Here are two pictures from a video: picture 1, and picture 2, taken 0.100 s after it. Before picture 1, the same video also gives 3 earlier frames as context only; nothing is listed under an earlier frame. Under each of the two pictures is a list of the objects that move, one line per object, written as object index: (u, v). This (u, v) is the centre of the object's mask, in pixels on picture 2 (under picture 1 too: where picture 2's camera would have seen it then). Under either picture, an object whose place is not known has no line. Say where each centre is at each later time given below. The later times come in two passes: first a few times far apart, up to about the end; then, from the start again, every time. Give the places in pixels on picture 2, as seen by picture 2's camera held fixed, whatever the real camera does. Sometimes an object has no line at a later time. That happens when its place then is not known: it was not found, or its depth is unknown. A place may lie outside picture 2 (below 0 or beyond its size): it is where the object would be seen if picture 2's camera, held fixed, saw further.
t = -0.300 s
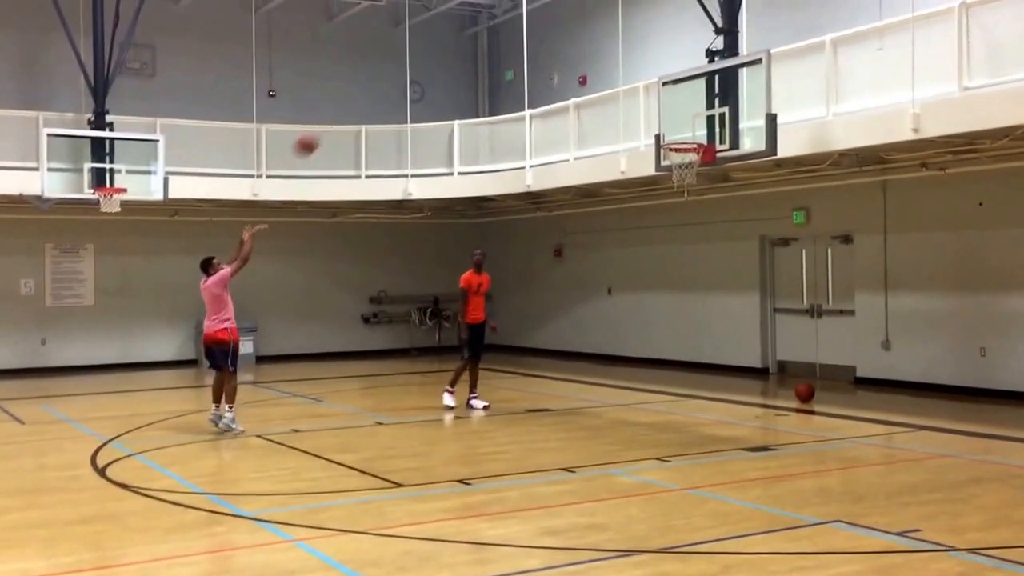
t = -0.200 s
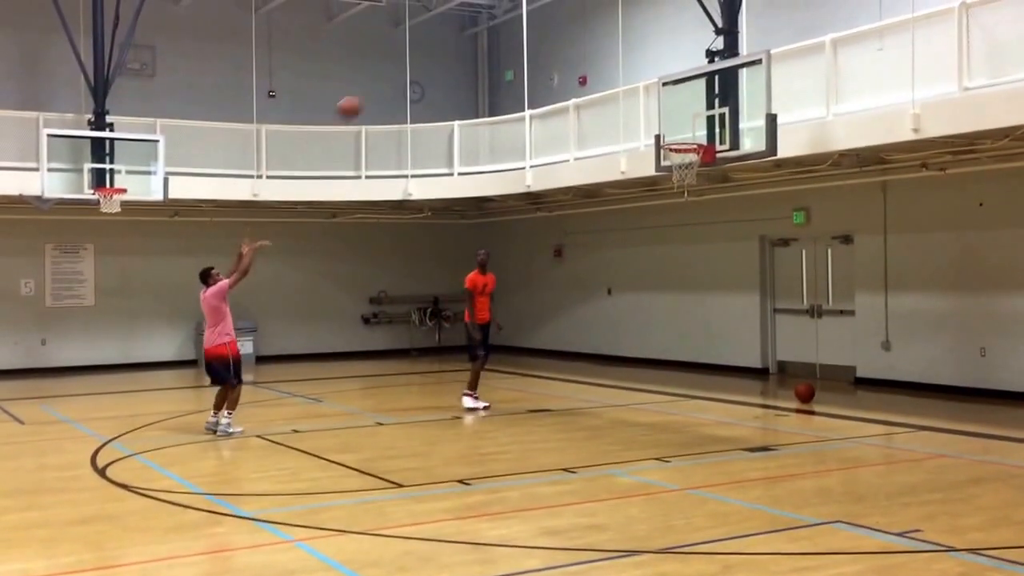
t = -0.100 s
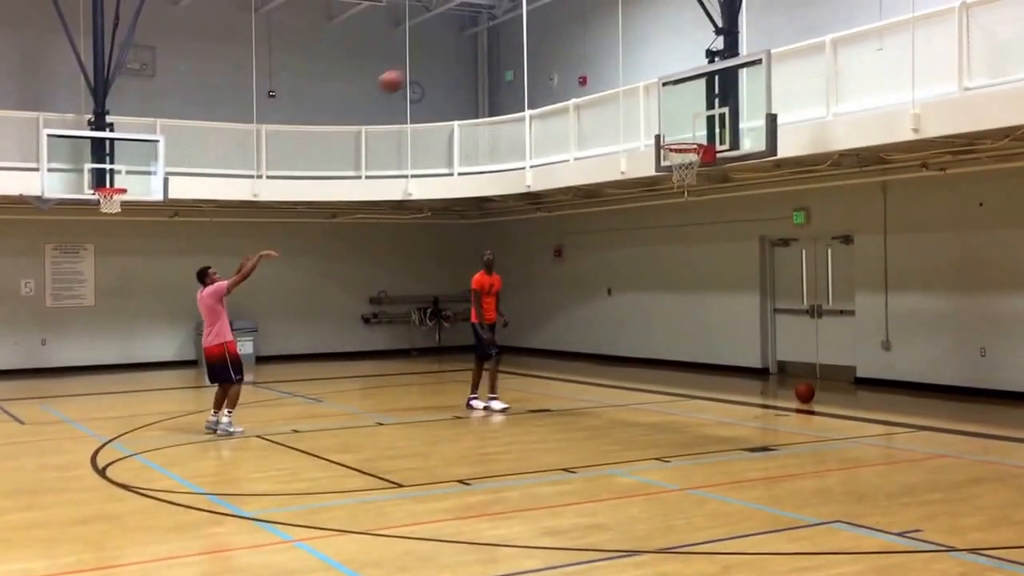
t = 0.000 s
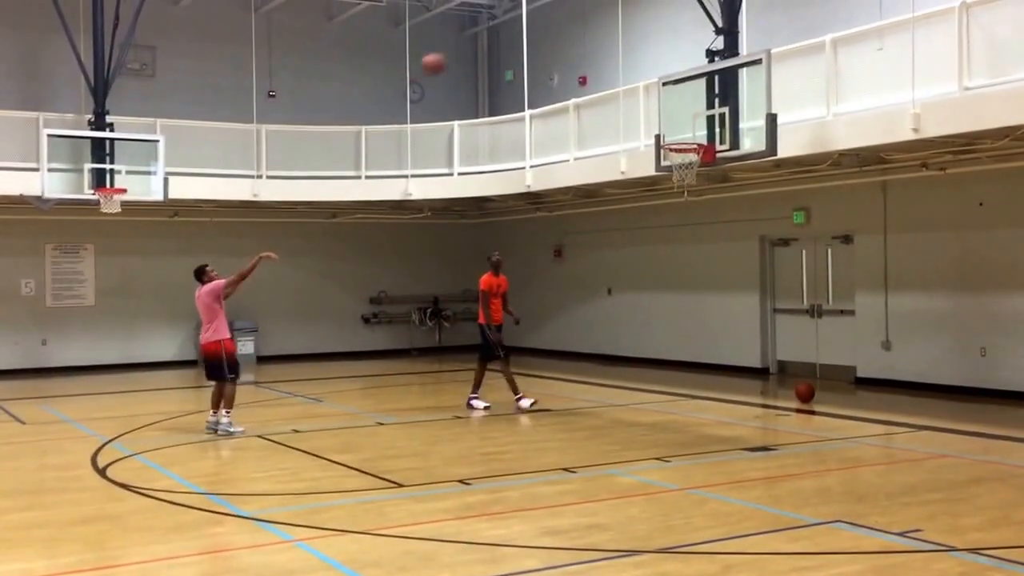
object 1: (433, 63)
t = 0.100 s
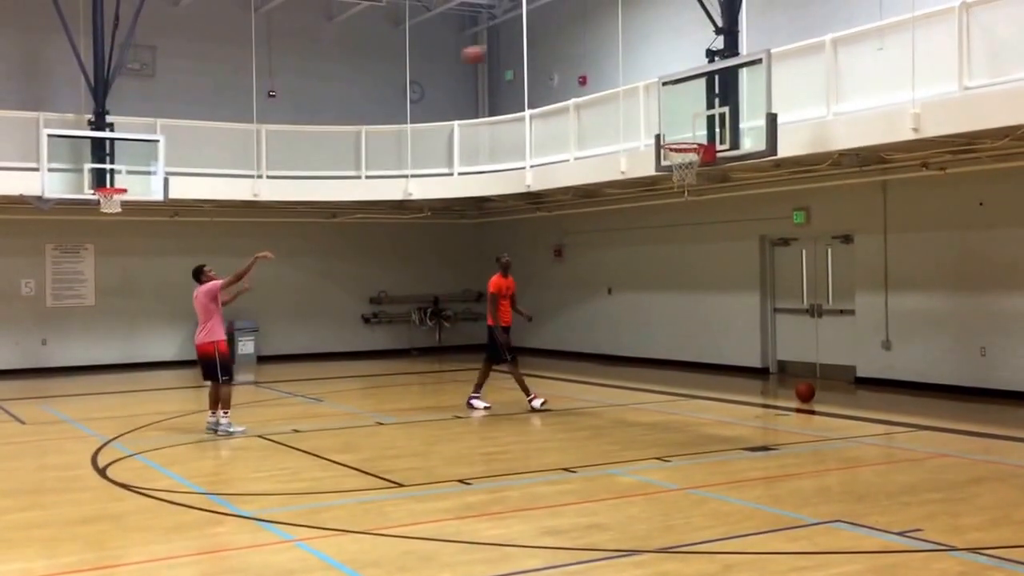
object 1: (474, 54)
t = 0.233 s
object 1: (529, 57)
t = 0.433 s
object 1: (611, 91)
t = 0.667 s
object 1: (695, 154)
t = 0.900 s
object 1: (682, 166)
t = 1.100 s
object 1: (658, 200)
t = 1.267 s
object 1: (641, 256)
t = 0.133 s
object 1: (487, 53)
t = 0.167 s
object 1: (501, 53)
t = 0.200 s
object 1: (513, 54)
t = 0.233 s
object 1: (529, 57)
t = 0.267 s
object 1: (543, 60)
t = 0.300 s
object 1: (556, 64)
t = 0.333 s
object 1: (569, 71)
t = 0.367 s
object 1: (583, 77)
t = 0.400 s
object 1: (596, 83)
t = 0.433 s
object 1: (611, 91)
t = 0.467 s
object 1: (624, 99)
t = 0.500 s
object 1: (637, 109)
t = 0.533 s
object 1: (651, 120)
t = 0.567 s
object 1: (664, 130)
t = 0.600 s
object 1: (677, 139)
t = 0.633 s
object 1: (688, 148)
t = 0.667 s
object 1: (695, 154)
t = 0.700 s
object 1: (696, 158)
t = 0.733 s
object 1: (697, 161)
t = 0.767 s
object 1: (695, 161)
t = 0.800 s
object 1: (693, 160)
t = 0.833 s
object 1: (687, 164)
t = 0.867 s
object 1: (685, 164)
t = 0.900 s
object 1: (682, 166)
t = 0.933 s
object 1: (678, 168)
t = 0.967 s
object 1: (675, 173)
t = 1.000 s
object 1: (671, 177)
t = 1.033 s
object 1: (668, 180)
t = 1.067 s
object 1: (663, 190)
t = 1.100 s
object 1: (658, 200)
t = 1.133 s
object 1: (655, 210)
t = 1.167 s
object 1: (651, 219)
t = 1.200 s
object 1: (648, 230)
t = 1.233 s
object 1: (644, 242)
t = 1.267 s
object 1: (641, 256)
